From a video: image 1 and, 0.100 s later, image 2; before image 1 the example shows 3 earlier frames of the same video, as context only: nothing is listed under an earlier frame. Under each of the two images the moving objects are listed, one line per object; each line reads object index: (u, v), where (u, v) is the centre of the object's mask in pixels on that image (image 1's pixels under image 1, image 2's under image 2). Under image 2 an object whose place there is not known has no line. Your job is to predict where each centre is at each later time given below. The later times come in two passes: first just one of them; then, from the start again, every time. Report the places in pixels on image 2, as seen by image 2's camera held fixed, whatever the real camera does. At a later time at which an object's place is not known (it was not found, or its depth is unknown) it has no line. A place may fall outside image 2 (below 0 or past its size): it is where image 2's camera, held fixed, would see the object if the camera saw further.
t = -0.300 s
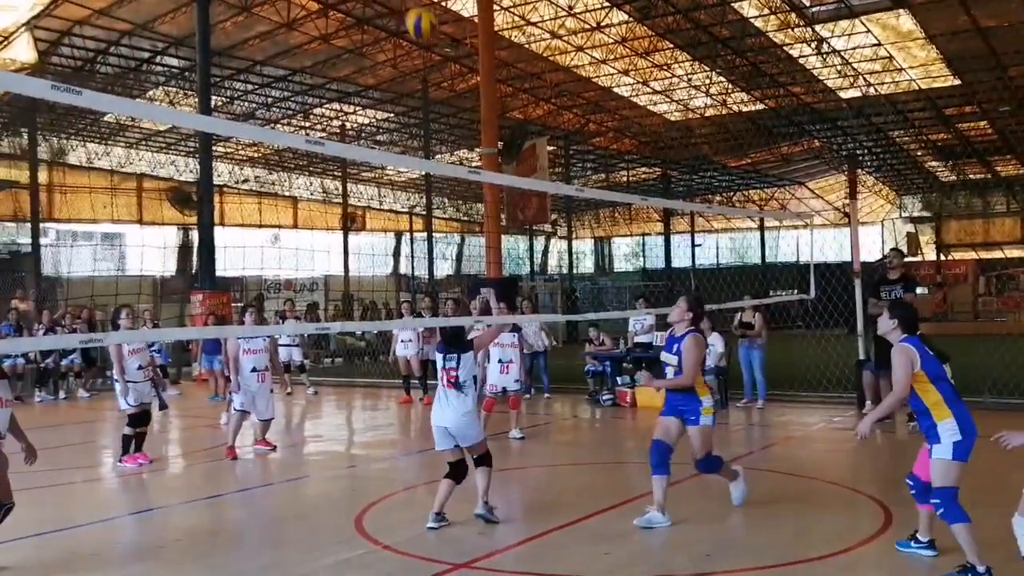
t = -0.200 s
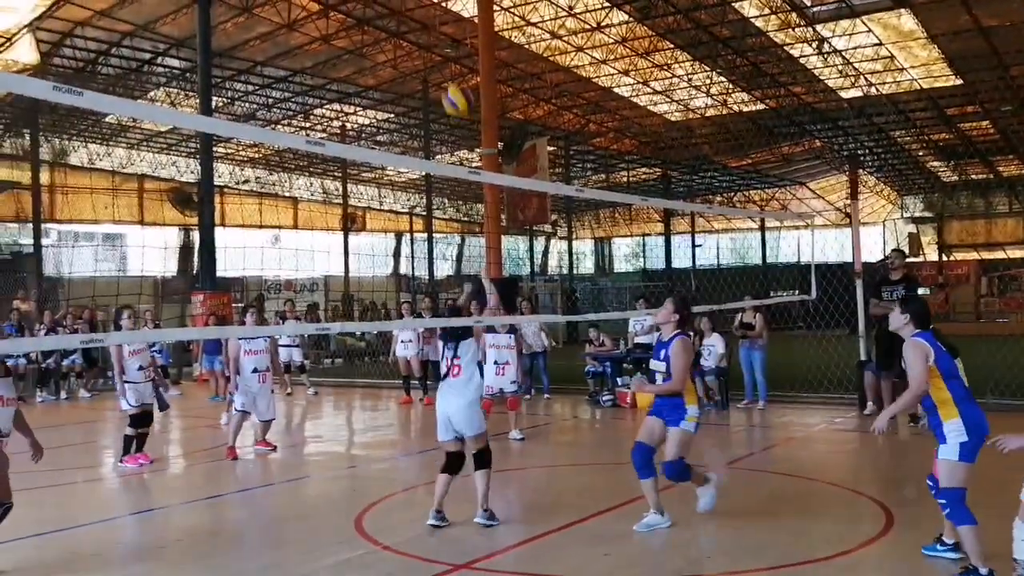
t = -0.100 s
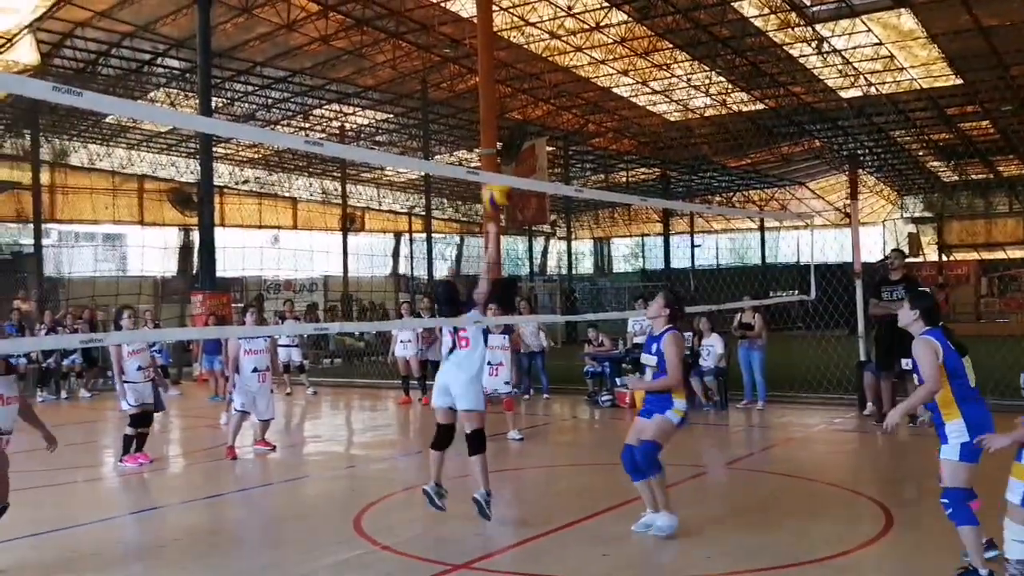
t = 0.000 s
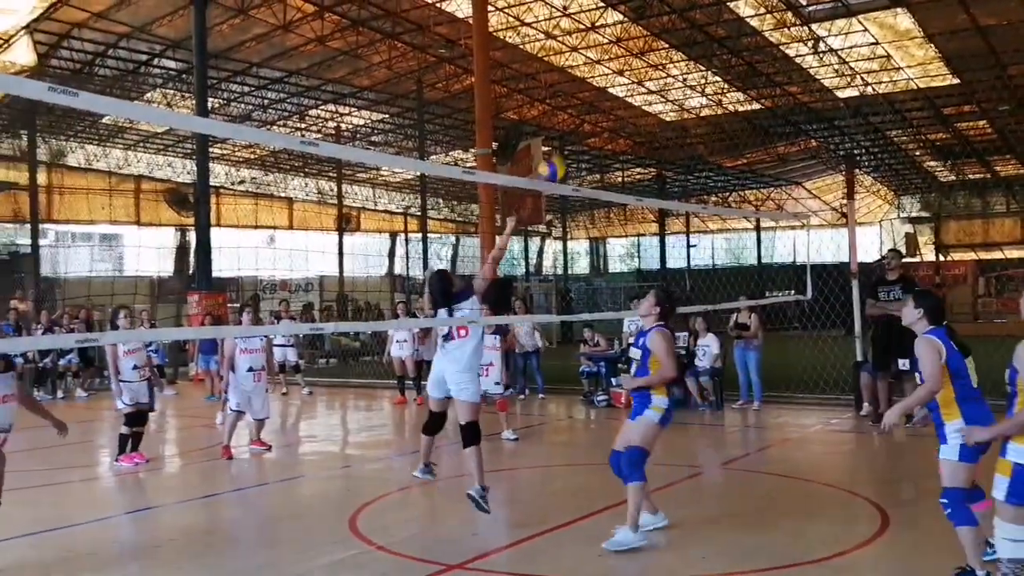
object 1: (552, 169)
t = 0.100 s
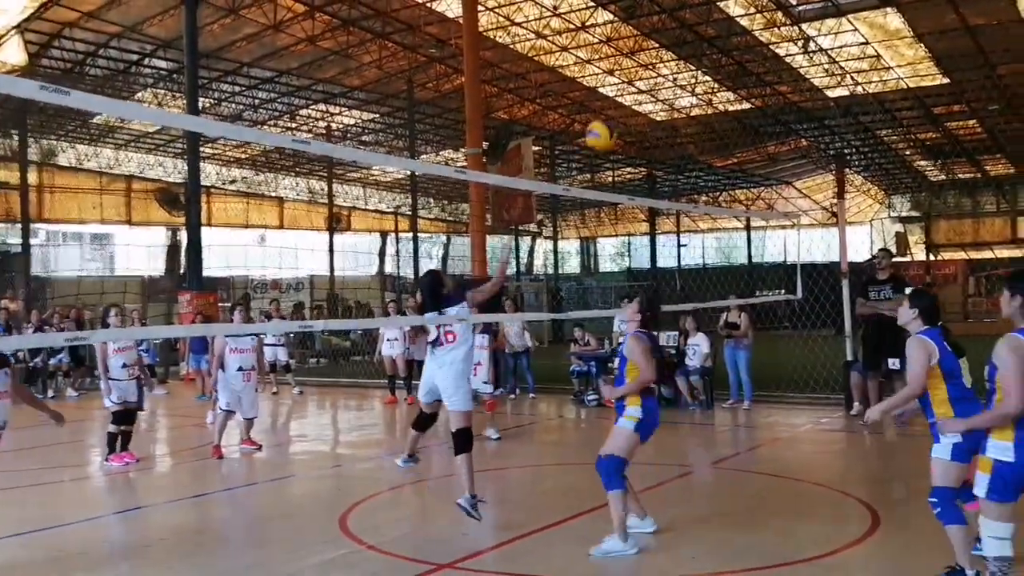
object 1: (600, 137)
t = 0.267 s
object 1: (685, 106)
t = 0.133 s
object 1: (616, 125)
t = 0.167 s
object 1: (633, 118)
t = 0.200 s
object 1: (650, 113)
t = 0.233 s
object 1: (668, 108)
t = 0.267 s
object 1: (685, 106)
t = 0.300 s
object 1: (701, 108)
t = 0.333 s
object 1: (717, 108)
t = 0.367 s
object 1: (736, 112)
